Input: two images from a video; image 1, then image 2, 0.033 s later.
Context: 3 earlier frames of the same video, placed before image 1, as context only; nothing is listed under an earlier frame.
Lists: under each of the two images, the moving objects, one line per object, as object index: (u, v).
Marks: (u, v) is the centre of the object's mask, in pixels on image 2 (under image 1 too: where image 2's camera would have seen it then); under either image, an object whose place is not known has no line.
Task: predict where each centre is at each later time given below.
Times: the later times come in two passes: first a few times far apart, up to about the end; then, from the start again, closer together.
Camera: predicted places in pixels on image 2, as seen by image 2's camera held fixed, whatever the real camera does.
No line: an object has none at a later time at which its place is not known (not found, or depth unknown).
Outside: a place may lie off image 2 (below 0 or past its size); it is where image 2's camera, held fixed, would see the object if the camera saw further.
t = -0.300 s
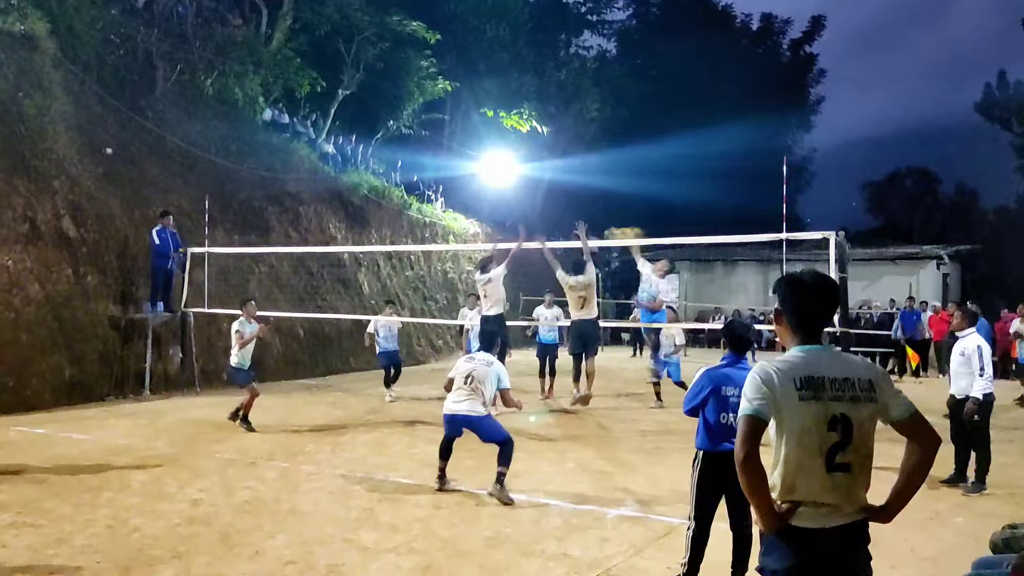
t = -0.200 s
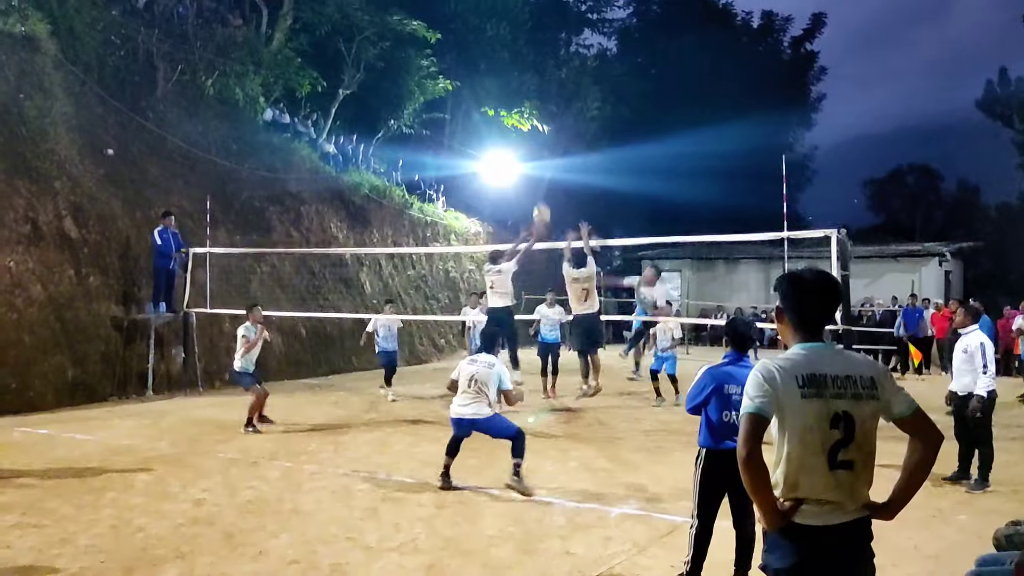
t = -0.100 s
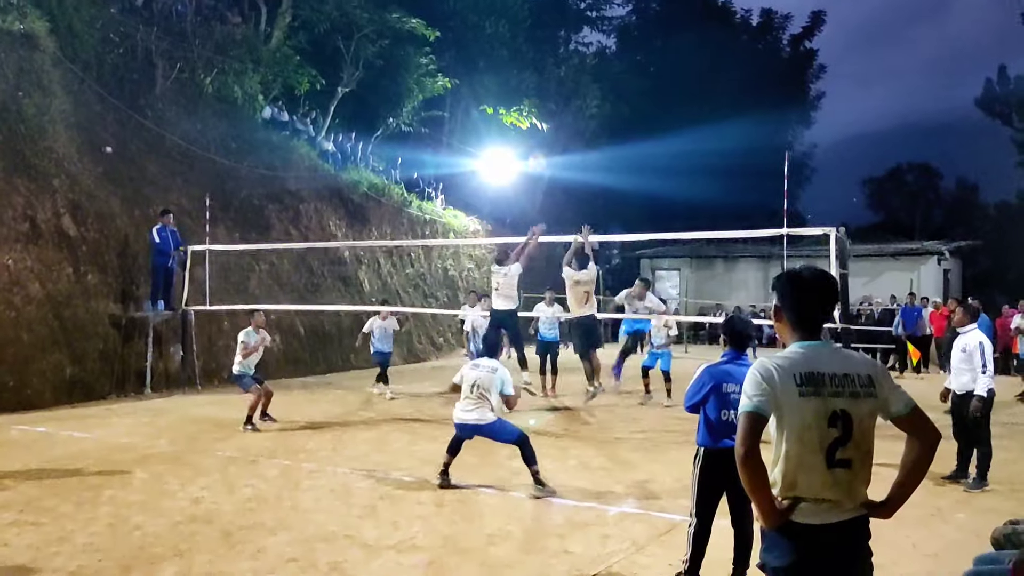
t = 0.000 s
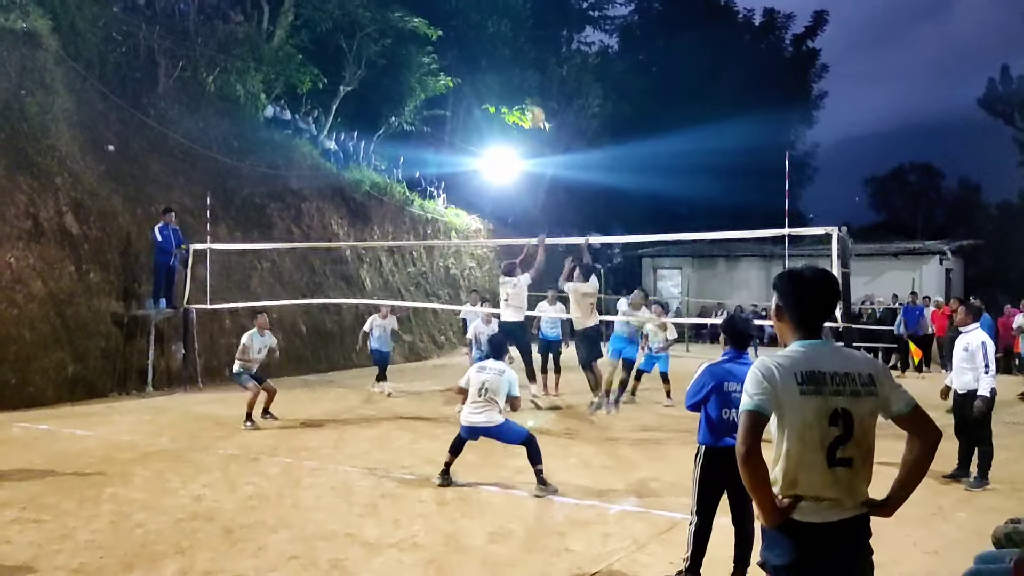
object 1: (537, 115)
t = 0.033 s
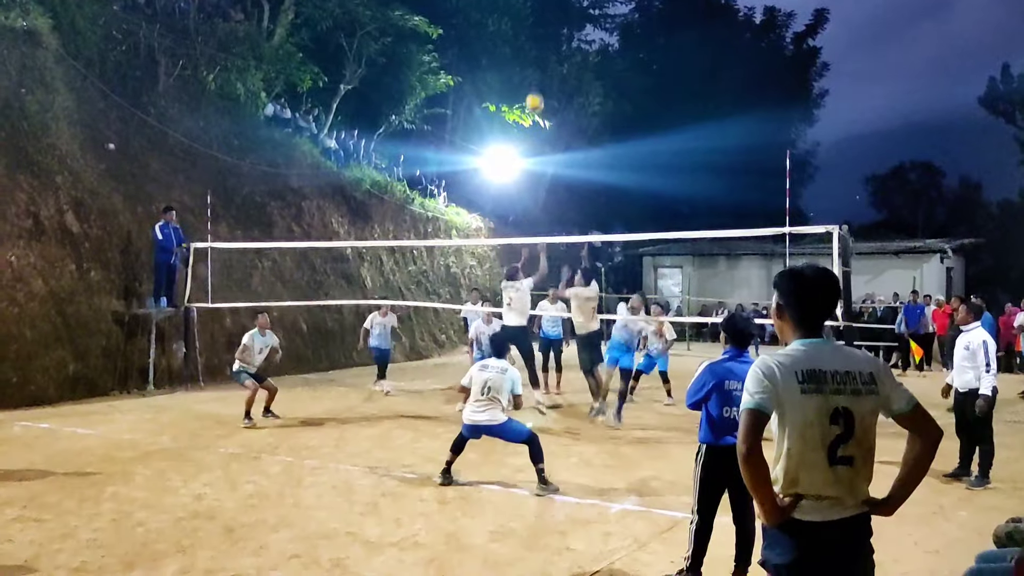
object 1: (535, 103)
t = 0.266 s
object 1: (525, 37)
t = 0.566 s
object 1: (511, 20)
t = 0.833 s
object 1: (498, 74)
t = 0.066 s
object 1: (534, 91)
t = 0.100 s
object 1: (532, 80)
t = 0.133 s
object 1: (531, 70)
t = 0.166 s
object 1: (529, 60)
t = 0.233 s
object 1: (526, 44)
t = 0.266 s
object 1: (525, 37)
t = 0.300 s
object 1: (523, 31)
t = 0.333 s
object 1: (522, 27)
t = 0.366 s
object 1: (521, 23)
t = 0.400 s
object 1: (519, 20)
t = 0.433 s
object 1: (517, 18)
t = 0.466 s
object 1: (516, 17)
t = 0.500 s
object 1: (514, 17)
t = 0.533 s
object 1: (513, 18)
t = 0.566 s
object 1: (511, 20)
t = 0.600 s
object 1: (510, 23)
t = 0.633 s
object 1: (508, 27)
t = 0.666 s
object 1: (506, 32)
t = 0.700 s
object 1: (505, 38)
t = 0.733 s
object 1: (503, 46)
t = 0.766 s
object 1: (502, 54)
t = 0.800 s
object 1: (500, 64)
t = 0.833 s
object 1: (498, 74)
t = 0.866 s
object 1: (497, 86)
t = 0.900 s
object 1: (496, 97)
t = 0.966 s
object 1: (492, 126)
